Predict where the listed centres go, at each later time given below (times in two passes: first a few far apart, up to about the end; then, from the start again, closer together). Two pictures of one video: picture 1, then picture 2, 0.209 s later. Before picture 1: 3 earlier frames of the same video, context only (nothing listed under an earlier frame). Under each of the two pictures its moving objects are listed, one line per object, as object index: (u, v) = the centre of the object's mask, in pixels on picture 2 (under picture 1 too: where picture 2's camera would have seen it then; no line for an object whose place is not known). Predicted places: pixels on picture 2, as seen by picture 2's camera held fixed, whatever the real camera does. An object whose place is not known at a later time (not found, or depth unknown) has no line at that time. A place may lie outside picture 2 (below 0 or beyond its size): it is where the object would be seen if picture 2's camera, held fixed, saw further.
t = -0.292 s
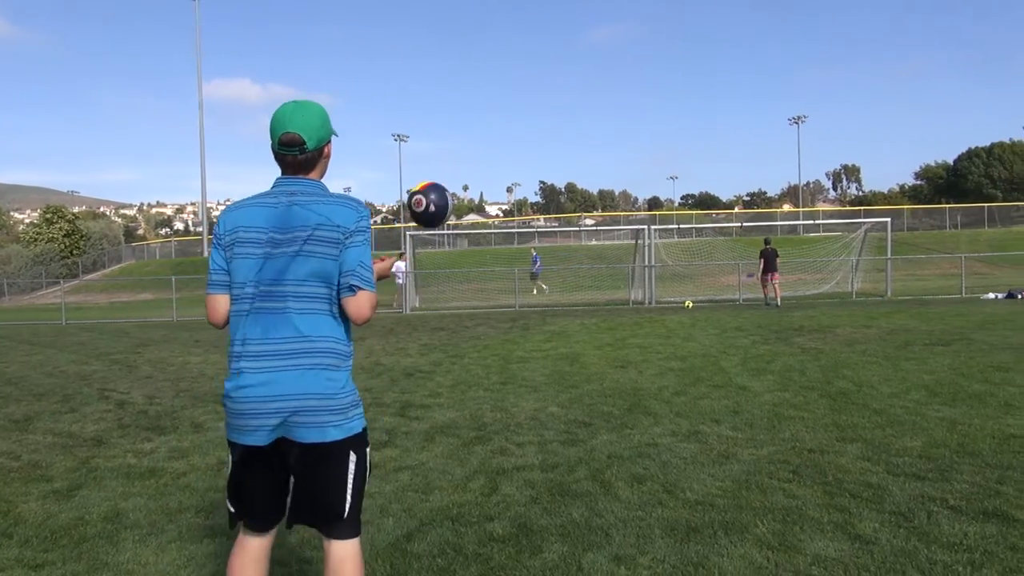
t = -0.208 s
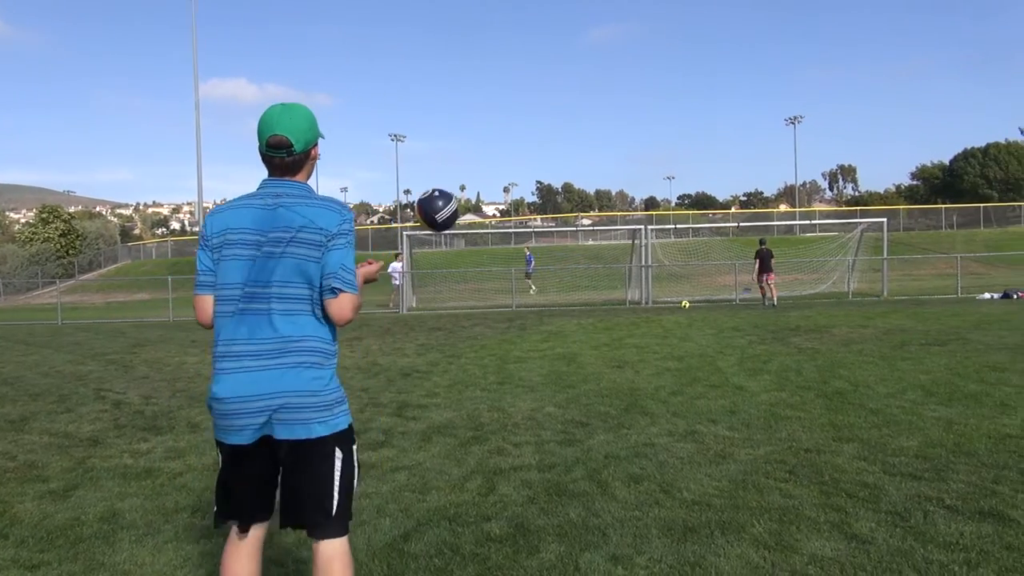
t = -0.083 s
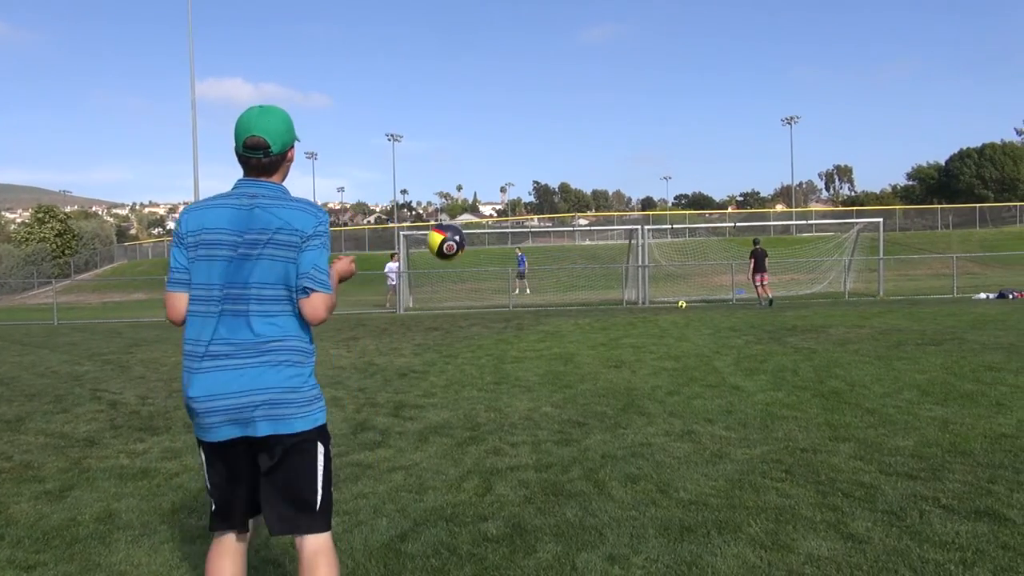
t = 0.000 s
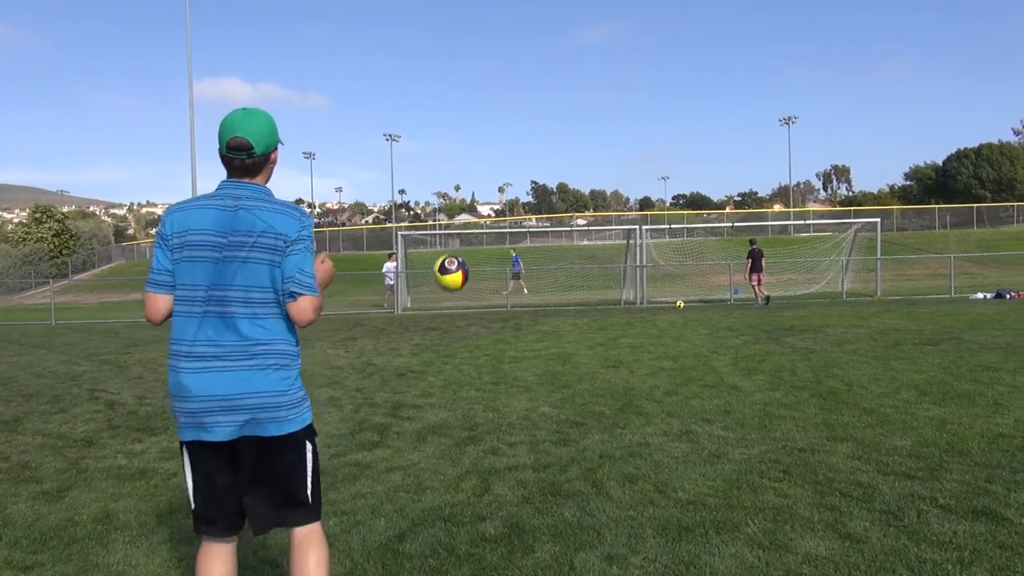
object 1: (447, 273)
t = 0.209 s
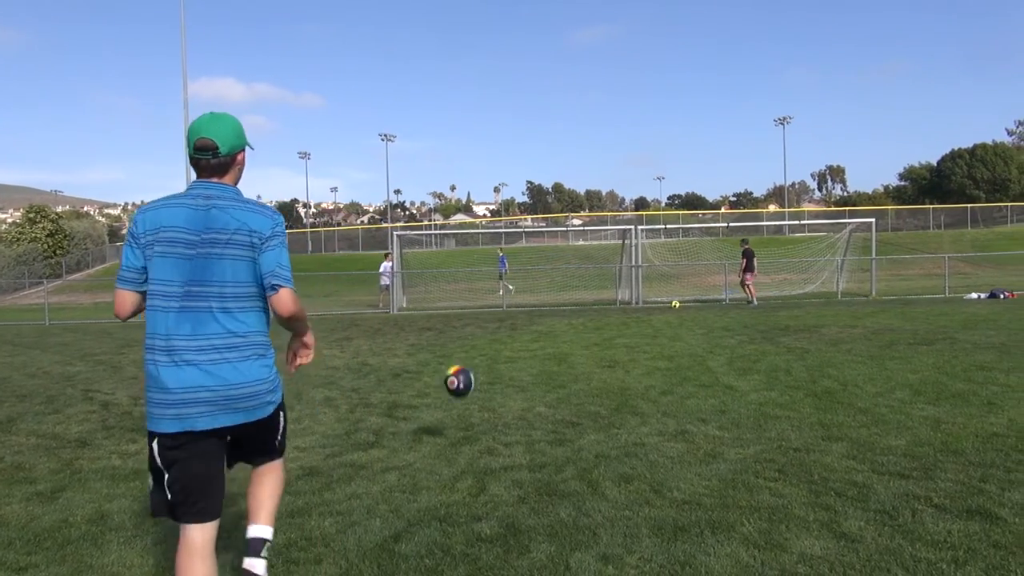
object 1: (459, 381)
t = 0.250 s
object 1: (461, 407)
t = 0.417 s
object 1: (462, 384)
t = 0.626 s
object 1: (459, 345)
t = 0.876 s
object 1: (456, 368)
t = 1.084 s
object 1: (454, 383)
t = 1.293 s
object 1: (454, 376)
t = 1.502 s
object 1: (455, 378)
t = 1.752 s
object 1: (456, 374)
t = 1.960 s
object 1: (455, 372)
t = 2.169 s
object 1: (454, 369)
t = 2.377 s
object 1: (455, 367)
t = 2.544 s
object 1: (455, 366)
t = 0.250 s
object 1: (461, 407)
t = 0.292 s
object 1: (462, 431)
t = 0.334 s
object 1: (463, 417)
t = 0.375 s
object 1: (462, 398)
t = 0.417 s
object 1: (462, 384)
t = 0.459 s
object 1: (460, 372)
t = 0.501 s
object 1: (460, 361)
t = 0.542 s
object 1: (459, 354)
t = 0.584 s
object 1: (459, 348)
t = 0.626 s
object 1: (459, 345)
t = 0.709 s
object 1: (458, 345)
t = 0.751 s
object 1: (457, 348)
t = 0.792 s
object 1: (457, 353)
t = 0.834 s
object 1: (456, 359)
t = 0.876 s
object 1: (456, 368)
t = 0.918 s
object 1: (456, 378)
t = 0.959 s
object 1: (456, 390)
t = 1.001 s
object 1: (455, 397)
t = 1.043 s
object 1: (455, 390)
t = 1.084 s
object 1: (454, 383)
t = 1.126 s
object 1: (454, 378)
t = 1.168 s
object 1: (454, 375)
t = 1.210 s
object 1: (454, 374)
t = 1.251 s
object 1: (454, 375)
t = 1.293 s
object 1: (454, 376)
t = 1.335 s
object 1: (453, 381)
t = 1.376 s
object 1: (453, 384)
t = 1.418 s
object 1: (454, 382)
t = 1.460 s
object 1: (454, 380)
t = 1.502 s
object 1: (455, 378)
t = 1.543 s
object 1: (456, 379)
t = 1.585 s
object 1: (456, 379)
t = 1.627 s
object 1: (456, 378)
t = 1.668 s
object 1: (456, 376)
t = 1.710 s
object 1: (456, 374)
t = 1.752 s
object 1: (456, 374)
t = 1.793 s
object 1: (456, 373)
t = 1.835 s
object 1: (456, 372)
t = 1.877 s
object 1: (455, 372)
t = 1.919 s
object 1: (456, 371)
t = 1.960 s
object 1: (455, 372)
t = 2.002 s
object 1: (455, 371)
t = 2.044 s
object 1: (455, 370)
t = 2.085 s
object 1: (454, 370)
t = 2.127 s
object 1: (454, 370)
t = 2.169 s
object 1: (454, 369)
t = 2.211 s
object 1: (454, 369)
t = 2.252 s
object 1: (454, 369)
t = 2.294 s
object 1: (454, 368)
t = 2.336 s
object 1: (454, 367)
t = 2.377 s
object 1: (455, 367)
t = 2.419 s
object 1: (454, 367)
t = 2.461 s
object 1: (454, 367)
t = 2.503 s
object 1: (454, 366)
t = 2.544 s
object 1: (455, 366)
